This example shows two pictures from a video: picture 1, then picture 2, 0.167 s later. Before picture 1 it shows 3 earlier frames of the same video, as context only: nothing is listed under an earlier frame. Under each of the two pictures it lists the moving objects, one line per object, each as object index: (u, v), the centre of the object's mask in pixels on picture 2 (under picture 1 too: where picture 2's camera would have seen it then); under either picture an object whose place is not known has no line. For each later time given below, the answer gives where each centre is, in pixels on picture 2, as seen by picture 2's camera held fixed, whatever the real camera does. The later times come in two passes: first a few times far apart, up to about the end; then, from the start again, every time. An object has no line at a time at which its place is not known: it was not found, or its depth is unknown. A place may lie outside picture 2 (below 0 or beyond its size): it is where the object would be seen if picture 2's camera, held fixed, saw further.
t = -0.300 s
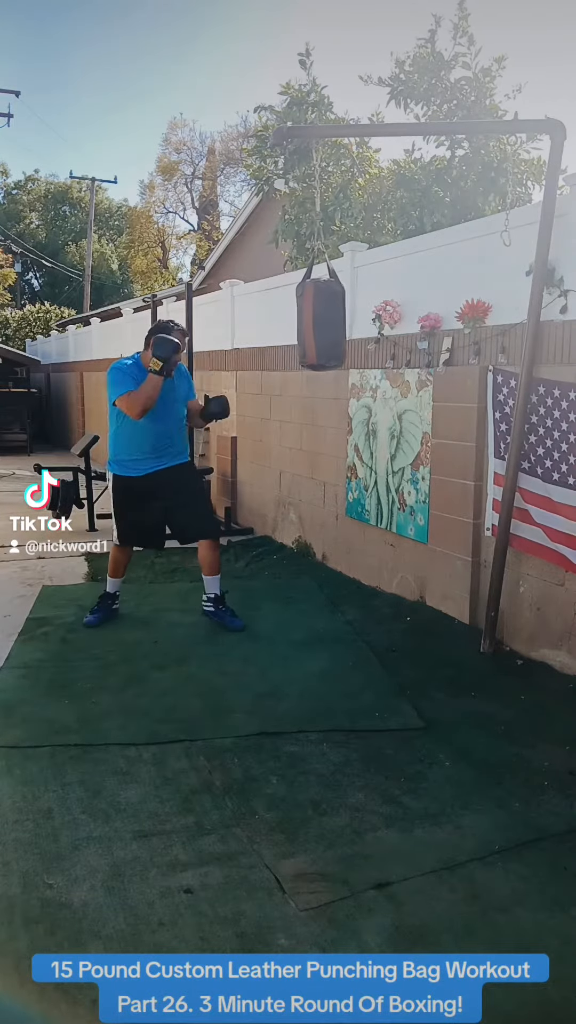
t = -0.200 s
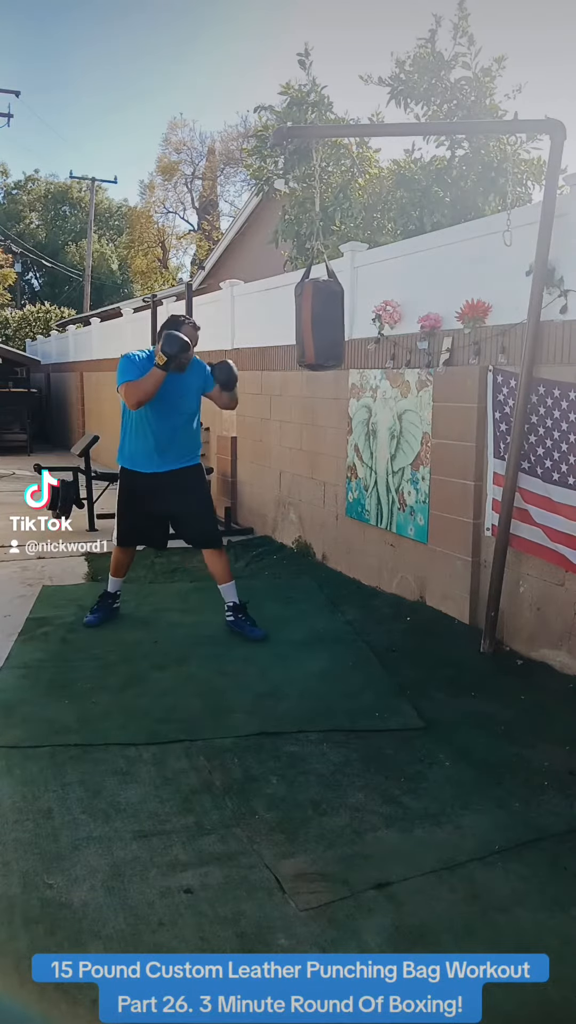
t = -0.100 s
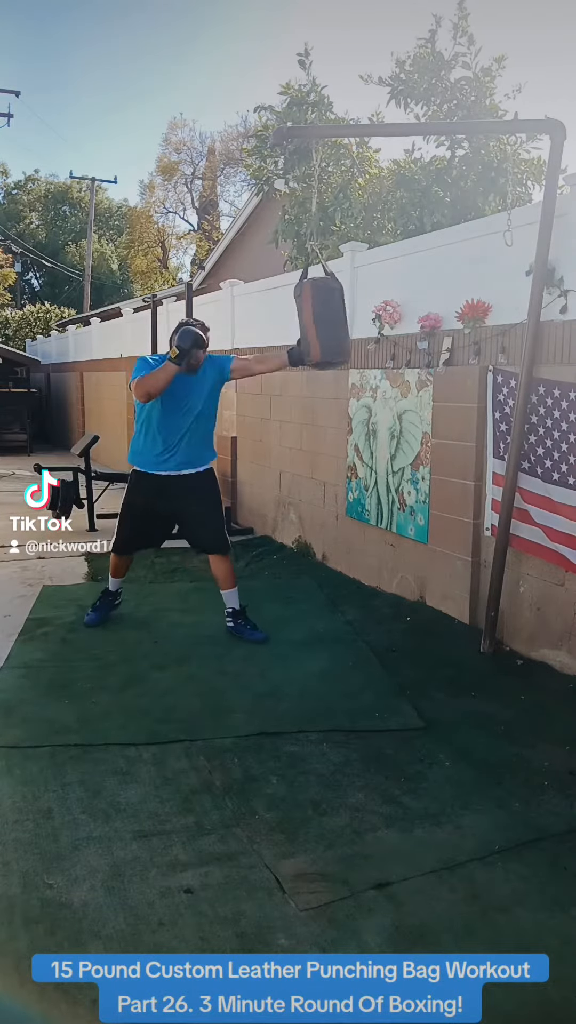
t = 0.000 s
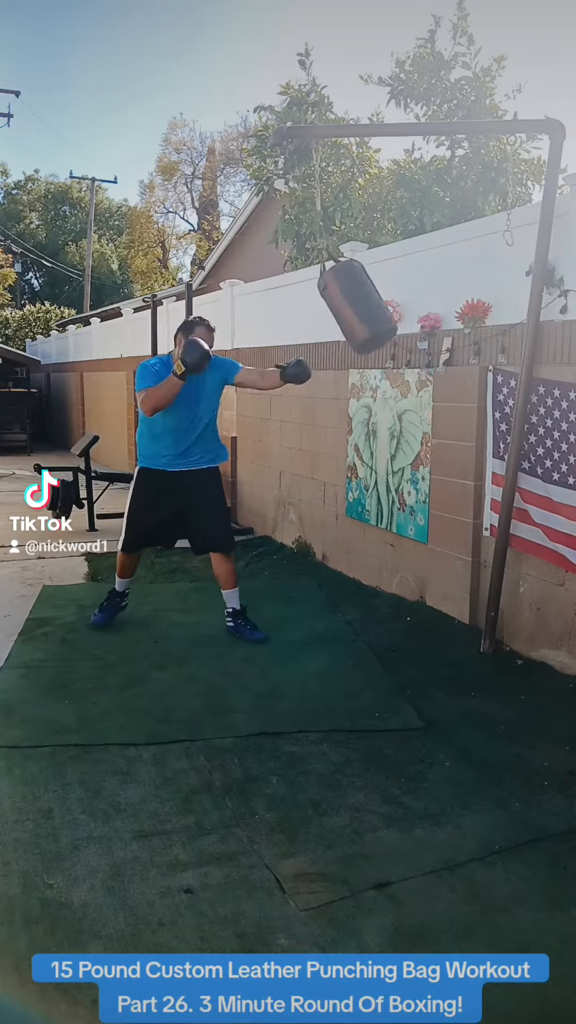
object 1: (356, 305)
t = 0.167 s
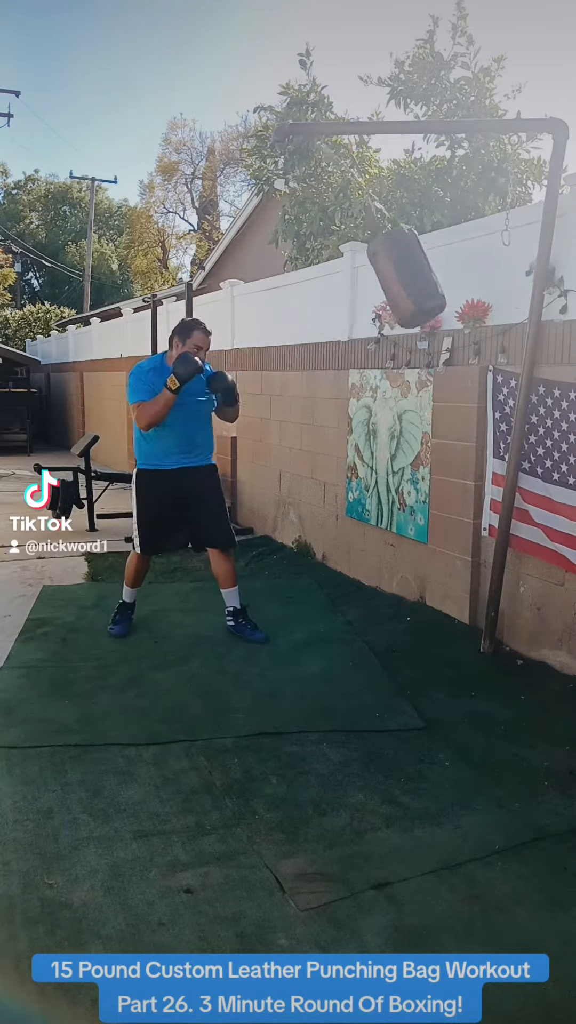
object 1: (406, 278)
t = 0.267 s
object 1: (421, 264)
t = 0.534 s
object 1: (407, 277)
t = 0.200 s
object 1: (412, 271)
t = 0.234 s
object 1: (417, 267)
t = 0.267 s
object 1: (421, 264)
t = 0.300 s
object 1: (423, 262)
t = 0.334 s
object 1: (425, 262)
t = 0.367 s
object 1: (424, 261)
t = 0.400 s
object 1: (422, 262)
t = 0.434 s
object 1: (420, 264)
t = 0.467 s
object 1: (417, 268)
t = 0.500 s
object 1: (413, 273)
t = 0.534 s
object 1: (407, 277)
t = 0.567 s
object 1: (402, 286)
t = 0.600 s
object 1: (394, 292)
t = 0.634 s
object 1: (384, 297)
